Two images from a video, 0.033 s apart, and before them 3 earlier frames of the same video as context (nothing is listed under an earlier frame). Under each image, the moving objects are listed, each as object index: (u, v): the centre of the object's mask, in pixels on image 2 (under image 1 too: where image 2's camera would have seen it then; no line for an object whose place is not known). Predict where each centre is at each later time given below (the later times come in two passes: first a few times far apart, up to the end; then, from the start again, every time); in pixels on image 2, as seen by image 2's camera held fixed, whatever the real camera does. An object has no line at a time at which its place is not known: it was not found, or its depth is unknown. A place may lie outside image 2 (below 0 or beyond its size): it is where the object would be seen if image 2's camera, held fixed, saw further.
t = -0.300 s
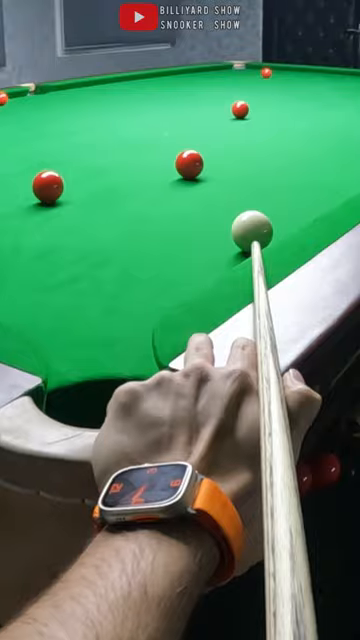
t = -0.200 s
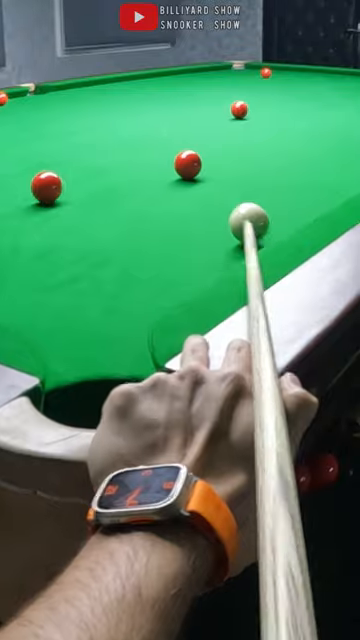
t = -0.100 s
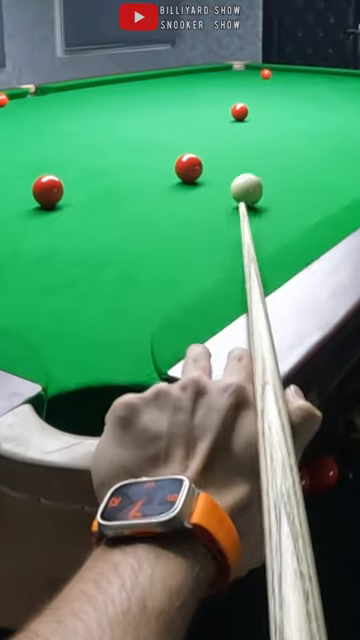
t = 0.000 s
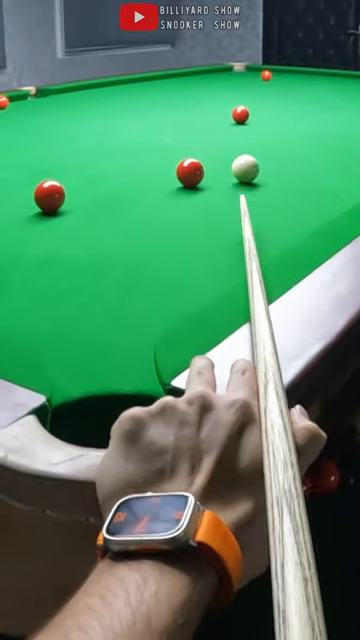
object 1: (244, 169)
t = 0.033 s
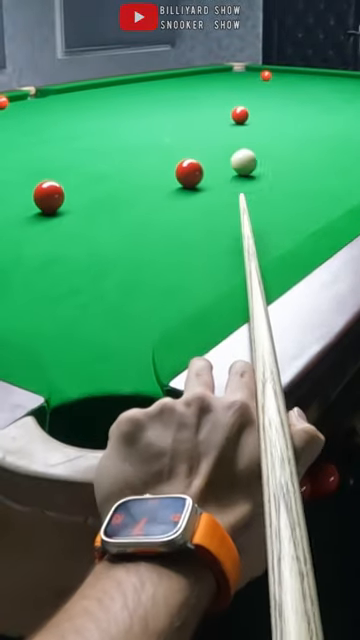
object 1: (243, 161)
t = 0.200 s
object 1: (241, 134)
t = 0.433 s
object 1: (238, 116)
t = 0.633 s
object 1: (235, 113)
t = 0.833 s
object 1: (233, 109)
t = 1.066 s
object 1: (230, 105)
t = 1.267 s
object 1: (227, 102)
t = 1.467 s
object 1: (226, 100)
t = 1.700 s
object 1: (223, 97)
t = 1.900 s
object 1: (222, 95)
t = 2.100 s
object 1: (220, 93)
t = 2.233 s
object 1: (219, 92)
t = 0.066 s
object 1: (243, 155)
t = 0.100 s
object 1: (242, 149)
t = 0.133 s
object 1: (242, 143)
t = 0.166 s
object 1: (242, 139)
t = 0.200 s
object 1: (241, 134)
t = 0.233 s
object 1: (241, 130)
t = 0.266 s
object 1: (240, 126)
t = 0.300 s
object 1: (240, 122)
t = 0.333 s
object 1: (239, 119)
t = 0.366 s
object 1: (239, 116)
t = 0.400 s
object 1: (239, 117)
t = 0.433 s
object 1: (238, 116)
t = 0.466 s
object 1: (238, 116)
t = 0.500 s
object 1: (237, 115)
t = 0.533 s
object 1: (236, 115)
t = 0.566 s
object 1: (236, 114)
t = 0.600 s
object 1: (236, 113)
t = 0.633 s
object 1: (235, 113)
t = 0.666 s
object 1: (235, 112)
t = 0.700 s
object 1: (234, 111)
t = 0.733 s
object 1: (234, 110)
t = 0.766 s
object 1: (234, 110)
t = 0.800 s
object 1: (233, 109)
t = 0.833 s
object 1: (233, 109)
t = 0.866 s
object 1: (233, 108)
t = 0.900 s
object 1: (232, 108)
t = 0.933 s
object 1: (231, 107)
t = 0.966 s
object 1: (231, 106)
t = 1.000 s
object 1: (231, 106)
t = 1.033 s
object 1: (230, 105)
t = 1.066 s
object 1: (230, 105)
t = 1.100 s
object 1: (229, 105)
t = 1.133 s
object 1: (229, 104)
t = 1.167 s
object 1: (229, 104)
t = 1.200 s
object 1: (228, 103)
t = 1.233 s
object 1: (228, 103)
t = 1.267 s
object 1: (227, 102)
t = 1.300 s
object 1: (227, 102)
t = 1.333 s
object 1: (227, 102)
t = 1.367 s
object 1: (227, 101)
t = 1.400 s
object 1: (226, 100)
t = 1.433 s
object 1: (226, 100)
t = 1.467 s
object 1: (226, 100)
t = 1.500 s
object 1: (225, 99)
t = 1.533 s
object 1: (225, 99)
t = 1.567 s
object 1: (225, 98)
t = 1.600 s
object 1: (225, 98)
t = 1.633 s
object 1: (224, 97)
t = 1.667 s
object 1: (224, 97)
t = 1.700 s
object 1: (223, 97)
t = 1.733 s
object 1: (223, 96)
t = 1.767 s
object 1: (223, 96)
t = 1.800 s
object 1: (223, 96)
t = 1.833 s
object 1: (222, 96)
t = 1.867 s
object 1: (222, 95)
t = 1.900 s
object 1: (222, 95)
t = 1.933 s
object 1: (221, 94)
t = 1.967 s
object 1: (221, 94)
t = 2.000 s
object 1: (221, 94)
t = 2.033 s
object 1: (221, 94)
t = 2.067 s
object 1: (220, 93)
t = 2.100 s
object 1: (220, 93)
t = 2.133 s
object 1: (220, 93)
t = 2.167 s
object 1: (220, 93)
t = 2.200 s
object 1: (220, 92)
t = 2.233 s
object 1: (219, 92)
